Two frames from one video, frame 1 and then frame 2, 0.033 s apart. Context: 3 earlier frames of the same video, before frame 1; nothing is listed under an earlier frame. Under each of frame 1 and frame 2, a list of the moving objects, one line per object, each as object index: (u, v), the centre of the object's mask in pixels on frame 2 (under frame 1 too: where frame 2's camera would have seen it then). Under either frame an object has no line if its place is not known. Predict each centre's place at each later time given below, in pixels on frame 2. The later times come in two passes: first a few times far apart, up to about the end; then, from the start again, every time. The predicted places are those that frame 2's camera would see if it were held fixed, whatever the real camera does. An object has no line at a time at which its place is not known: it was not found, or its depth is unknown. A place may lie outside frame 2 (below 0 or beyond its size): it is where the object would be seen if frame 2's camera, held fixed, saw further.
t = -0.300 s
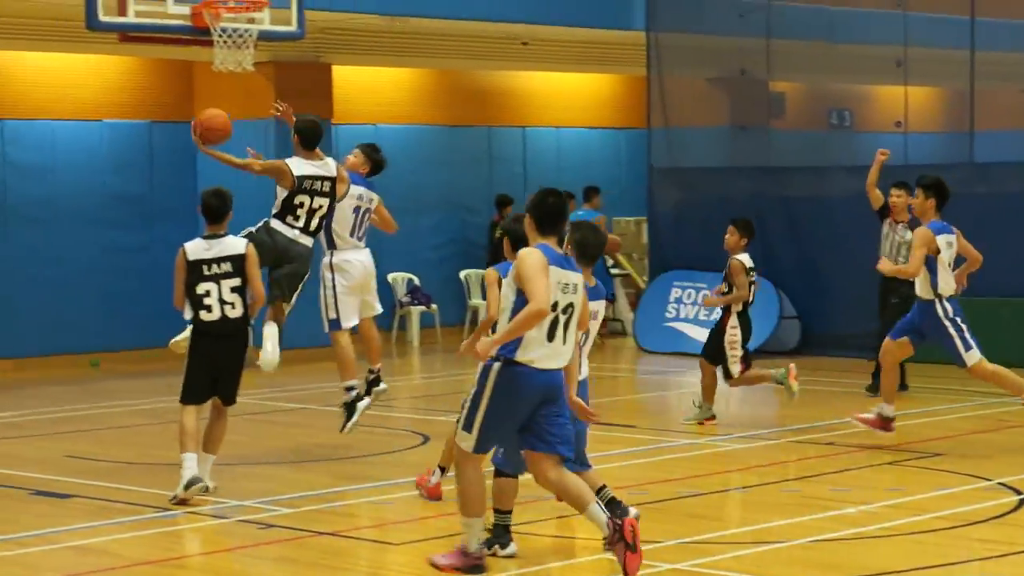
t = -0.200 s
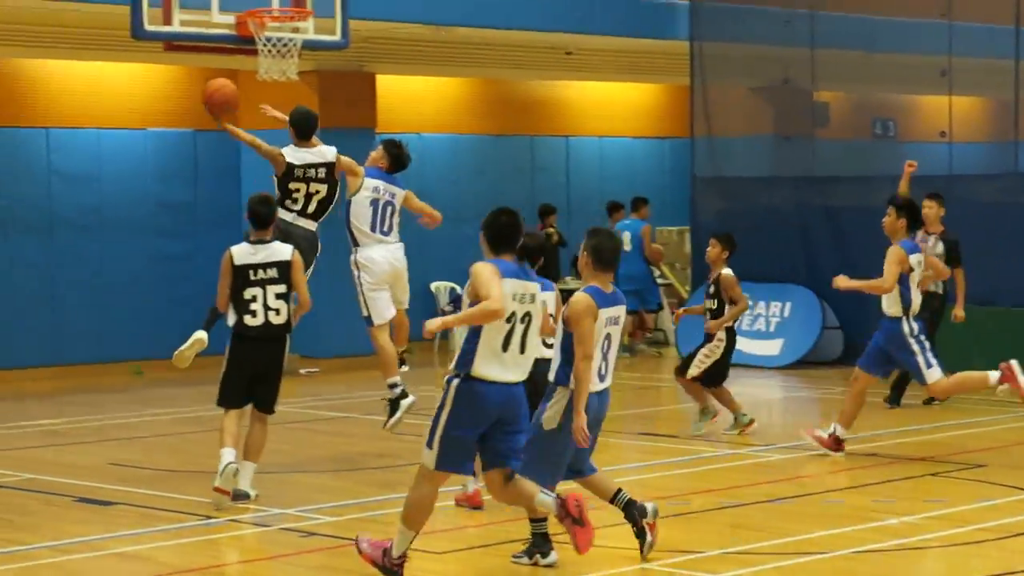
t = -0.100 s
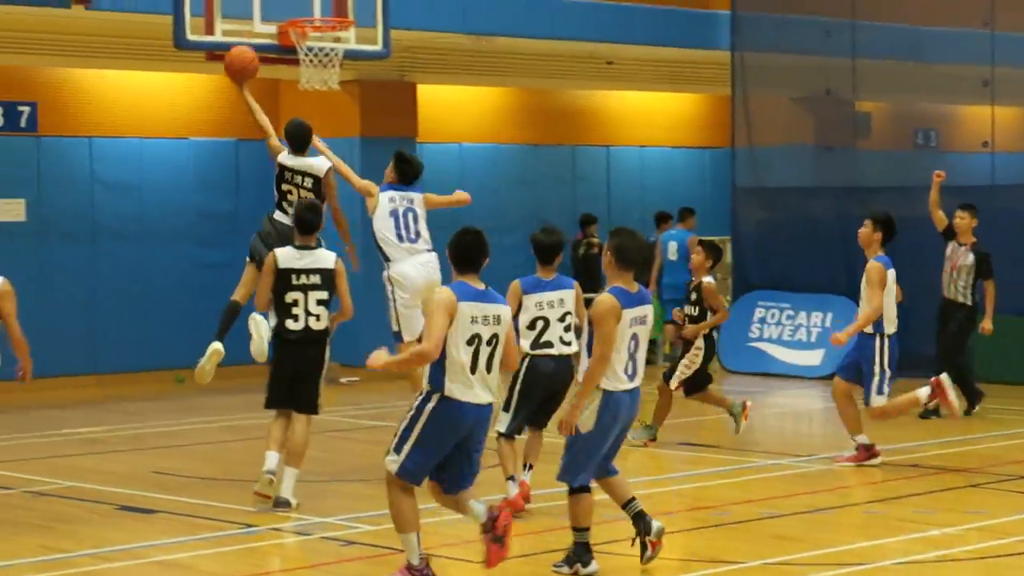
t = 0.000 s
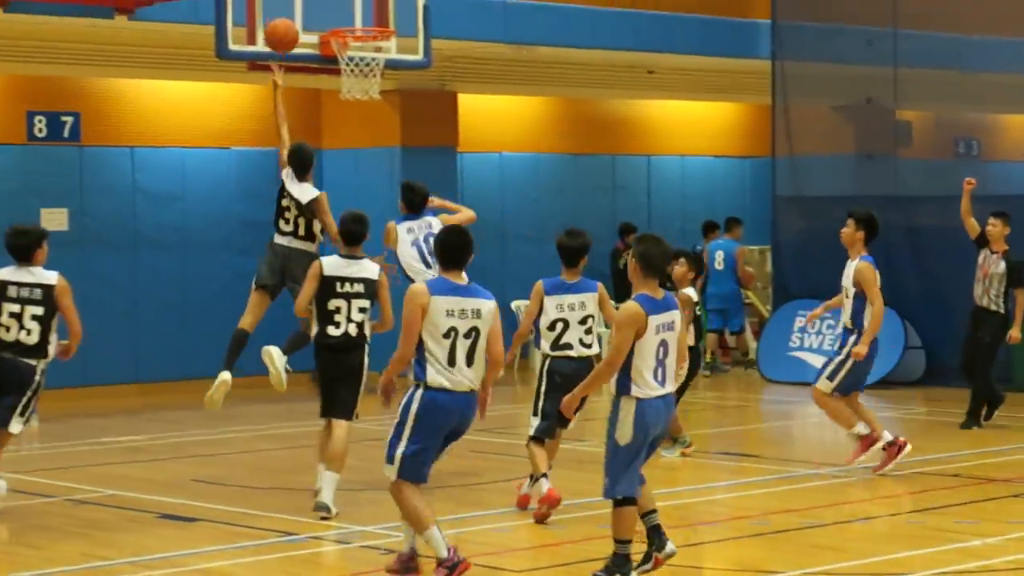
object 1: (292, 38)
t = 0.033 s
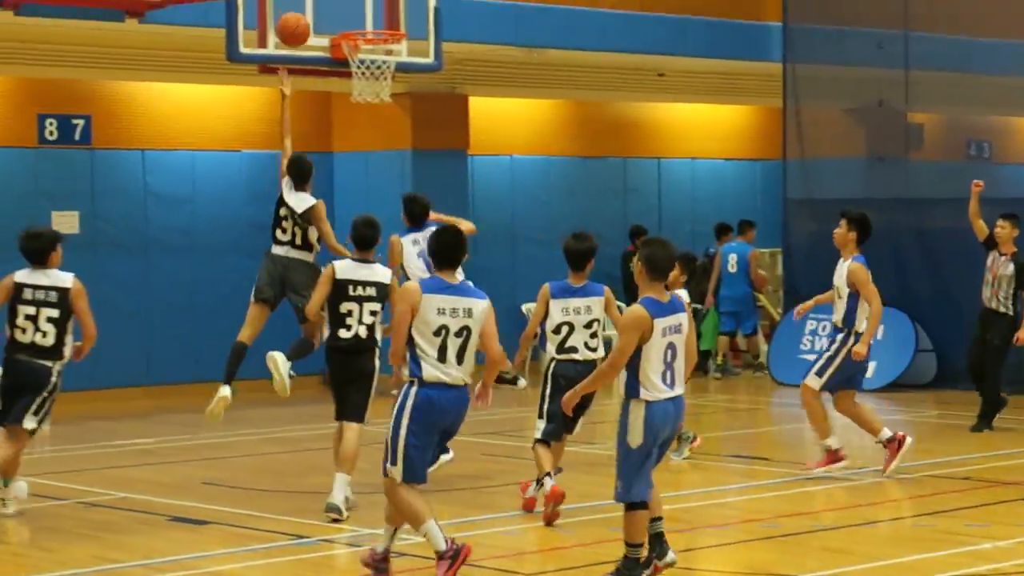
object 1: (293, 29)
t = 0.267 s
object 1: (301, 8)
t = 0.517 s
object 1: (335, 6)
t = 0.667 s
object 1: (333, 13)
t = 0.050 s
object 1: (293, 25)
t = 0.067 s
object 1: (293, 22)
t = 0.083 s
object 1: (293, 19)
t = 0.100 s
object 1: (294, 16)
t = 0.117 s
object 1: (294, 14)
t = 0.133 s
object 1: (294, 12)
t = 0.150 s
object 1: (295, 10)
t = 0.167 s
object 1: (295, 9)
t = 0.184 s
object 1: (295, 8)
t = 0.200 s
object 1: (295, 8)
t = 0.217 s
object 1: (295, 8)
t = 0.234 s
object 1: (296, 8)
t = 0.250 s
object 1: (297, 8)
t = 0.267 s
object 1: (301, 8)
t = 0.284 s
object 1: (305, 8)
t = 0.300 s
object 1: (309, 7)
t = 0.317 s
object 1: (313, 7)
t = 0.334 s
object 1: (316, 9)
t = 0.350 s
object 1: (320, 9)
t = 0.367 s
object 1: (324, 11)
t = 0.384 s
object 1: (328, 13)
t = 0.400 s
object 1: (333, 16)
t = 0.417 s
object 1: (335, 17)
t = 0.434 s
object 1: (335, 15)
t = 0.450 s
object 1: (335, 12)
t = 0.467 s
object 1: (335, 10)
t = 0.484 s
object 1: (335, 9)
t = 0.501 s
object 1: (335, 7)
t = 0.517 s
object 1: (335, 6)
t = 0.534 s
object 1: (334, 5)
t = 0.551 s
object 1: (334, 5)
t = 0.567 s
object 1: (334, 5)
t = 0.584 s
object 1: (334, 5)
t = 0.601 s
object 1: (334, 6)
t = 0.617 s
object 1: (334, 7)
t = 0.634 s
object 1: (334, 9)
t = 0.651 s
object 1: (334, 11)
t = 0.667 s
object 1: (333, 13)
